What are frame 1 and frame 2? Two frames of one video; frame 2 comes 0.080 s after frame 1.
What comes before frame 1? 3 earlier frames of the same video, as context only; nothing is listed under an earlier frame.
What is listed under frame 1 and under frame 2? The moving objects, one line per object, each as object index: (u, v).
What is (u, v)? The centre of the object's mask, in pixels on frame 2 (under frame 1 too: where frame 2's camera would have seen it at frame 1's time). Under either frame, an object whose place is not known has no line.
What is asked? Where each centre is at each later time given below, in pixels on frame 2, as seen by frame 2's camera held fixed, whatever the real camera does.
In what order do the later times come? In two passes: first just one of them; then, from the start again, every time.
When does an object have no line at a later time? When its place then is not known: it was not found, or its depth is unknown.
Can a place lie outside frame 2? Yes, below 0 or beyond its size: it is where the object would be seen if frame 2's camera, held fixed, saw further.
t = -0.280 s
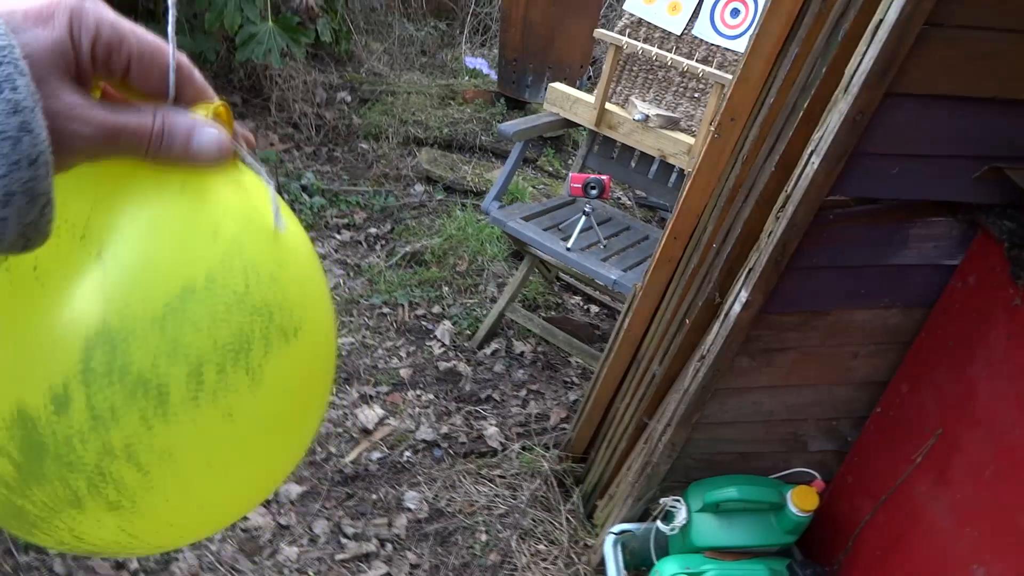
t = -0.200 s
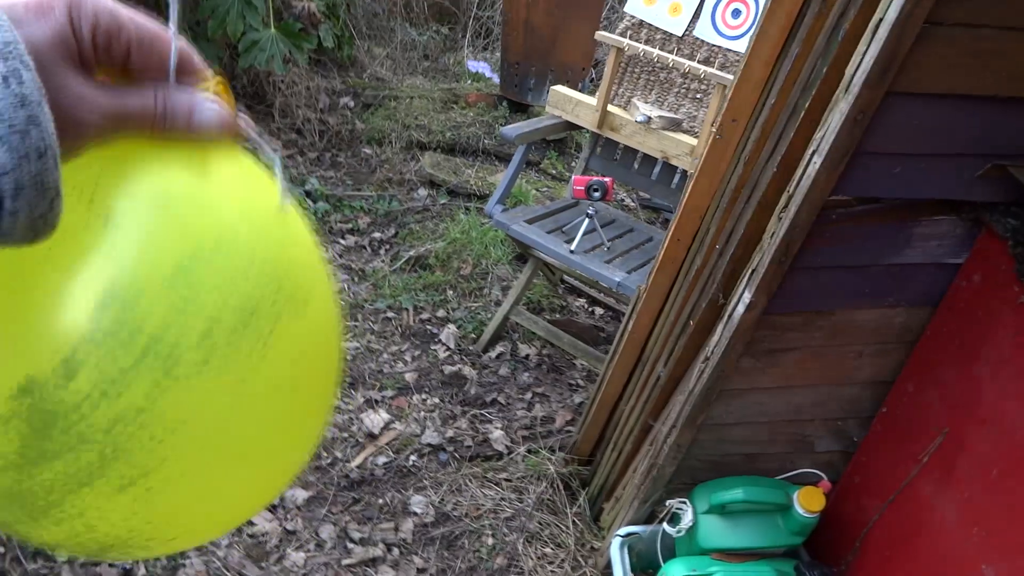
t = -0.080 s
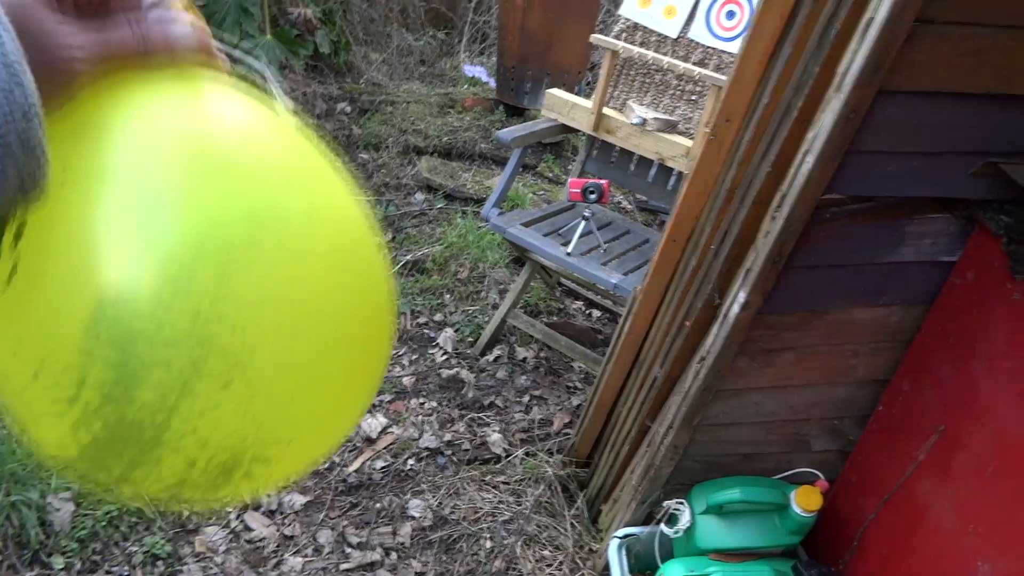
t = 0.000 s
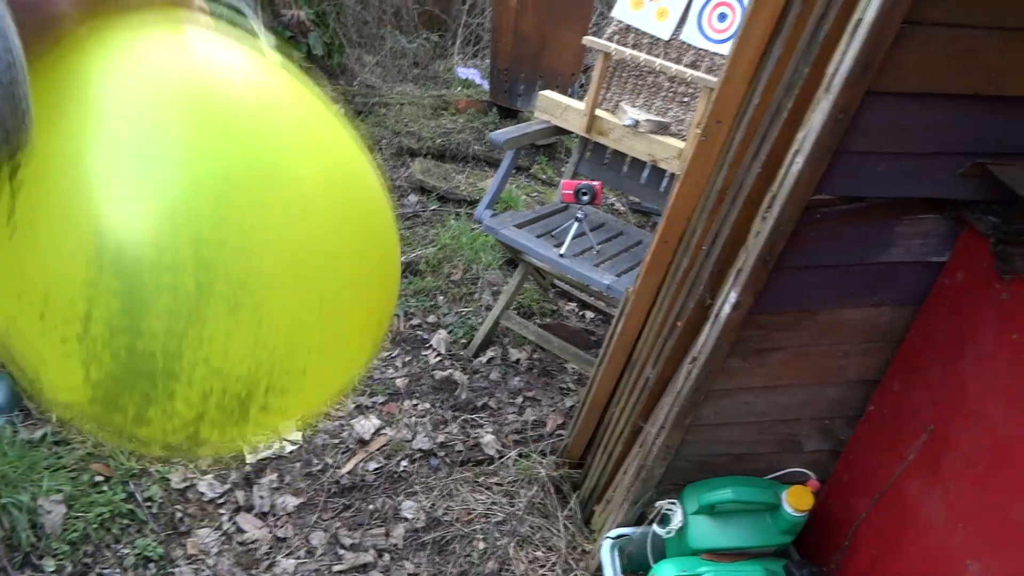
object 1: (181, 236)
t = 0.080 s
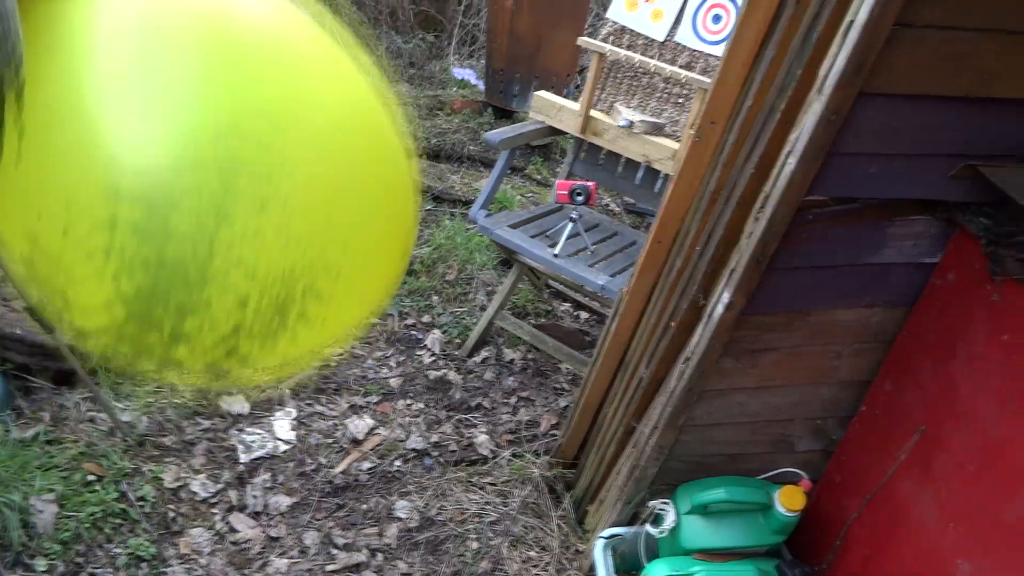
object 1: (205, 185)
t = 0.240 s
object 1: (269, 80)
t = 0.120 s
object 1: (218, 161)
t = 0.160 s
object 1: (229, 137)
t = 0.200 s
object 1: (246, 110)
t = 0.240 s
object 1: (269, 80)
